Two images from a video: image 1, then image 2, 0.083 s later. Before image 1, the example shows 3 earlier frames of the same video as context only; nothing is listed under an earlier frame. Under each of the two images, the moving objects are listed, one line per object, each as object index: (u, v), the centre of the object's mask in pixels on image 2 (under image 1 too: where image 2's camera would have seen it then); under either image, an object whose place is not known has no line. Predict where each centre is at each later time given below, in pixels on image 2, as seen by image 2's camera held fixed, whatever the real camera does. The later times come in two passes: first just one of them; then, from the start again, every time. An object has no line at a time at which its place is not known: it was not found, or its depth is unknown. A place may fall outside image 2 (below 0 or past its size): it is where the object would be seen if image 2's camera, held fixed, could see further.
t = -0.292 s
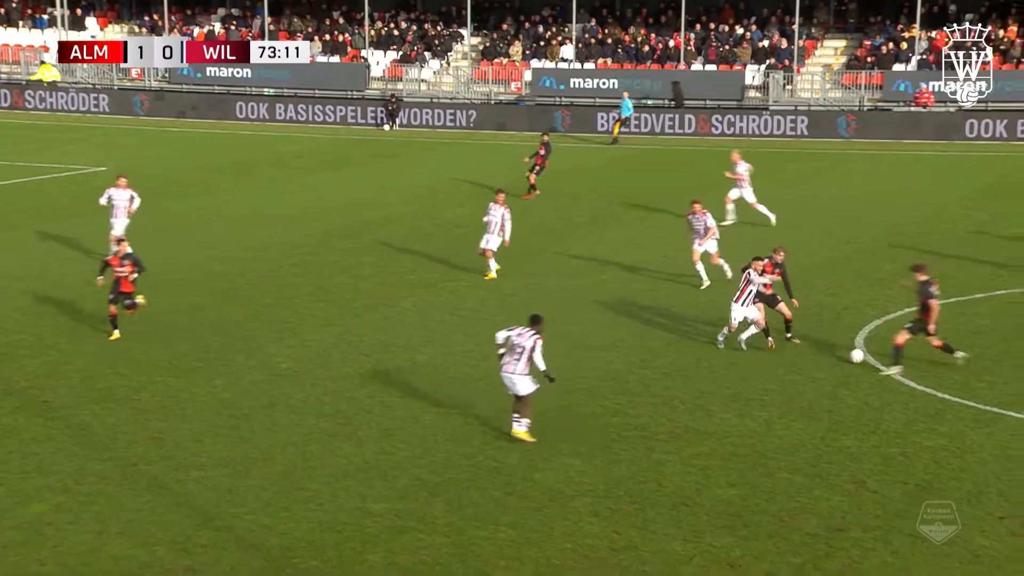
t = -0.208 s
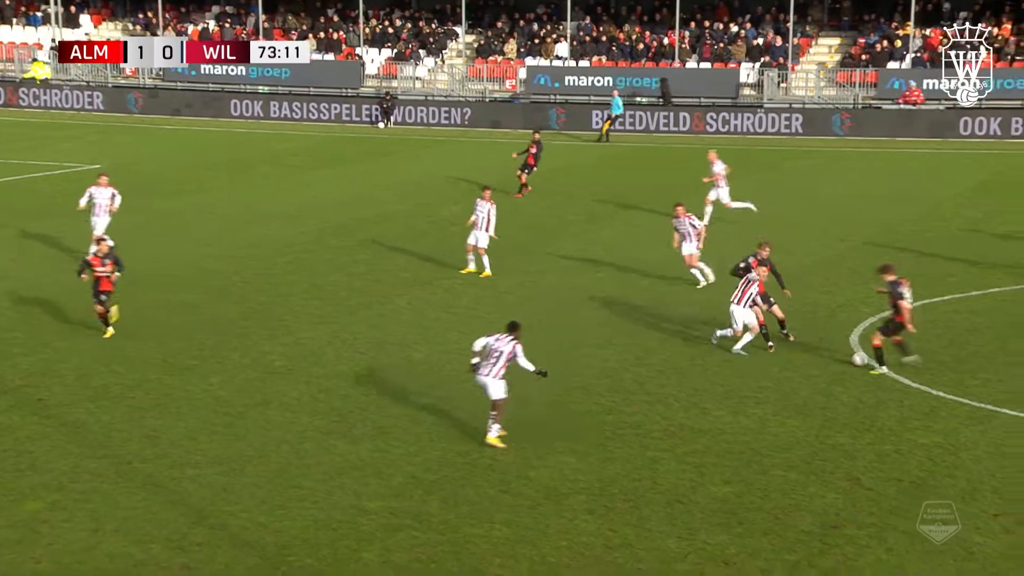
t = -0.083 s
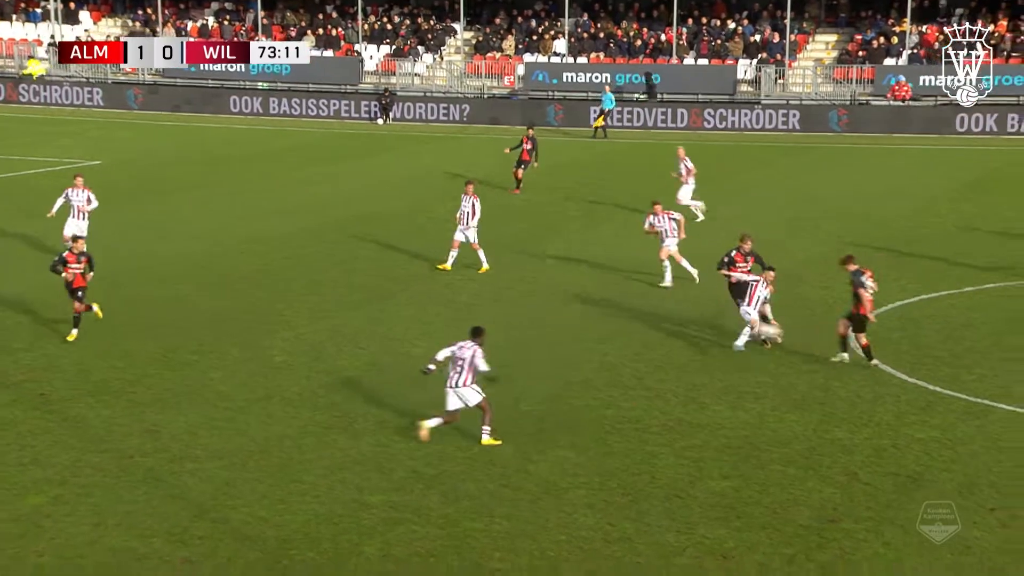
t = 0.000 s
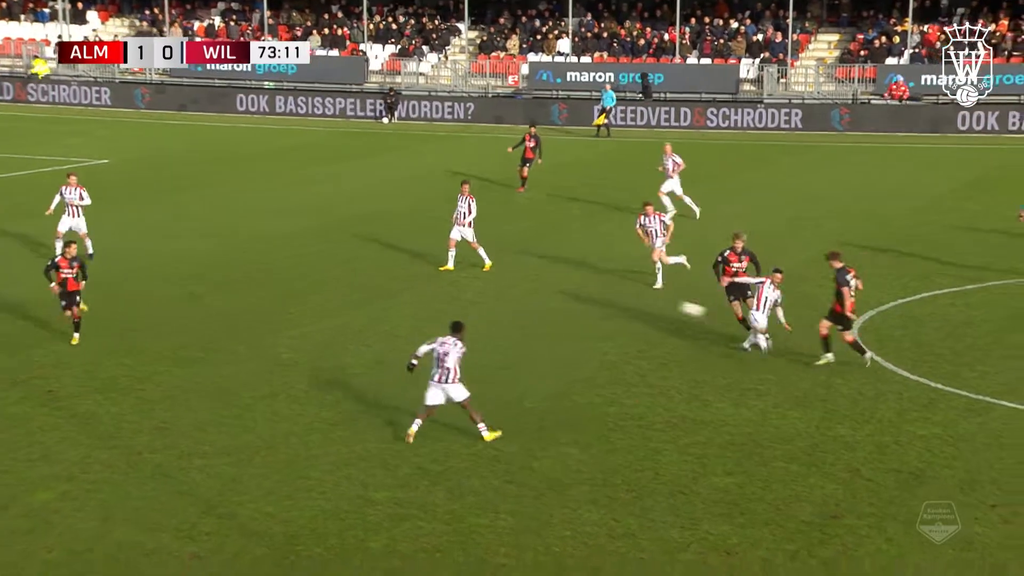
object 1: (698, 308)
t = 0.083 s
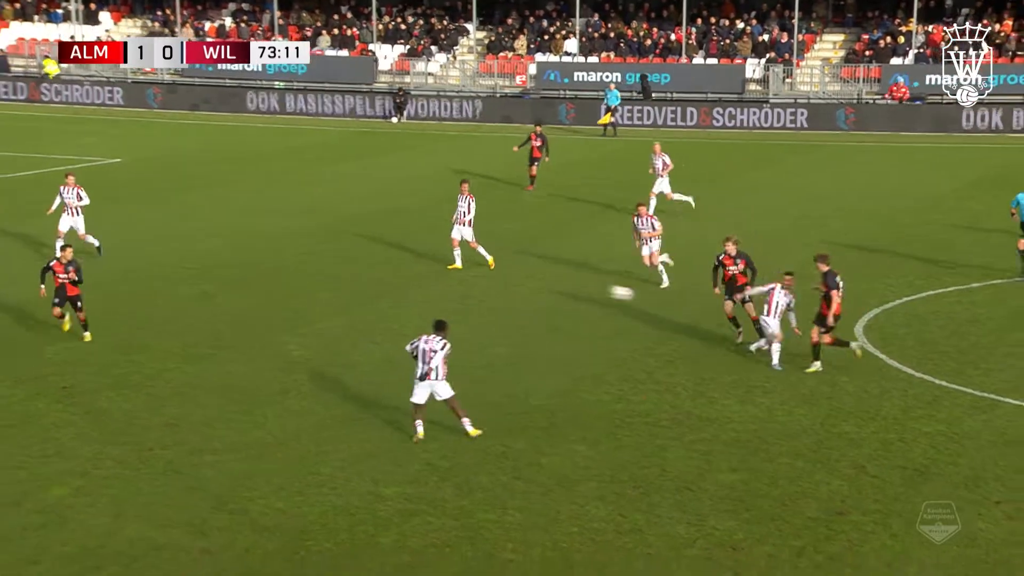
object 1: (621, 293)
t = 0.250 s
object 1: (471, 276)
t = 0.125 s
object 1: (584, 287)
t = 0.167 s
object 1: (546, 282)
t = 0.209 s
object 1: (508, 278)
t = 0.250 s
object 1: (471, 276)
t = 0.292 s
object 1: (416, 273)
